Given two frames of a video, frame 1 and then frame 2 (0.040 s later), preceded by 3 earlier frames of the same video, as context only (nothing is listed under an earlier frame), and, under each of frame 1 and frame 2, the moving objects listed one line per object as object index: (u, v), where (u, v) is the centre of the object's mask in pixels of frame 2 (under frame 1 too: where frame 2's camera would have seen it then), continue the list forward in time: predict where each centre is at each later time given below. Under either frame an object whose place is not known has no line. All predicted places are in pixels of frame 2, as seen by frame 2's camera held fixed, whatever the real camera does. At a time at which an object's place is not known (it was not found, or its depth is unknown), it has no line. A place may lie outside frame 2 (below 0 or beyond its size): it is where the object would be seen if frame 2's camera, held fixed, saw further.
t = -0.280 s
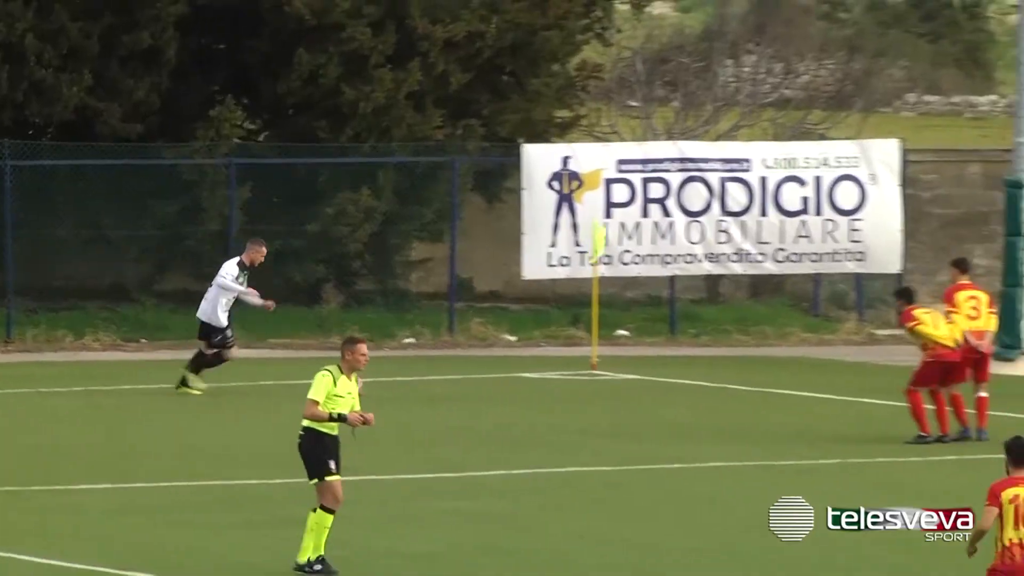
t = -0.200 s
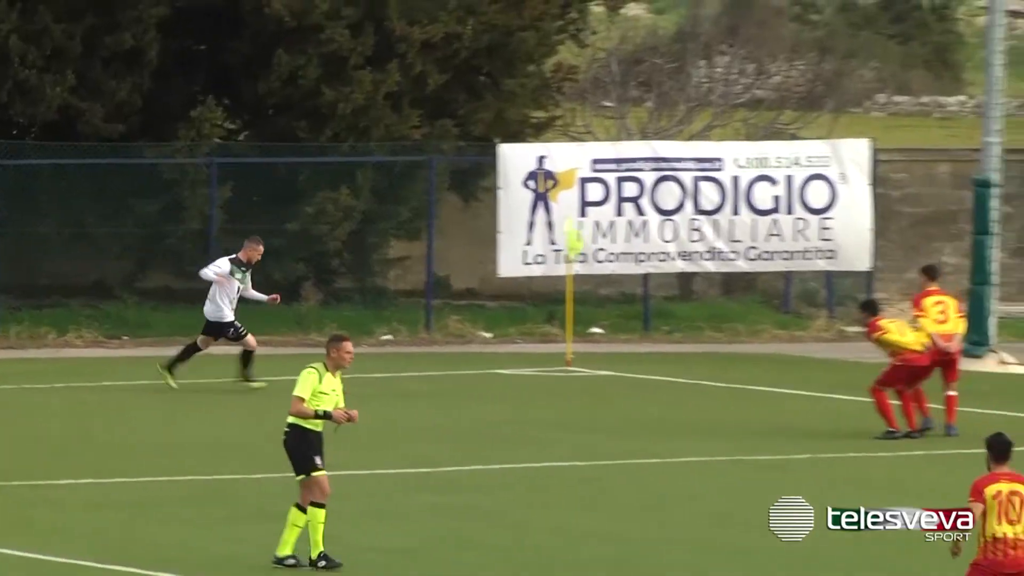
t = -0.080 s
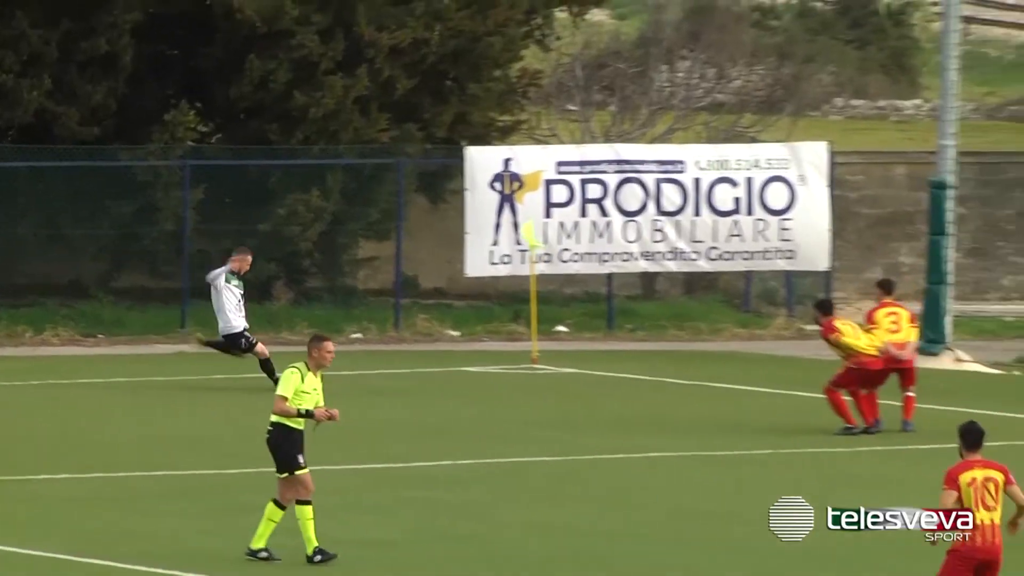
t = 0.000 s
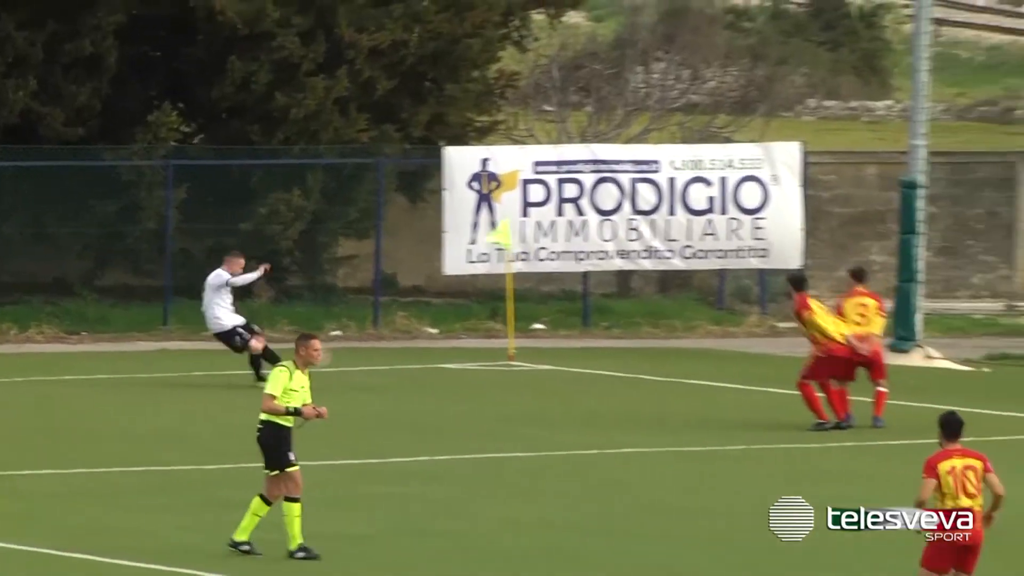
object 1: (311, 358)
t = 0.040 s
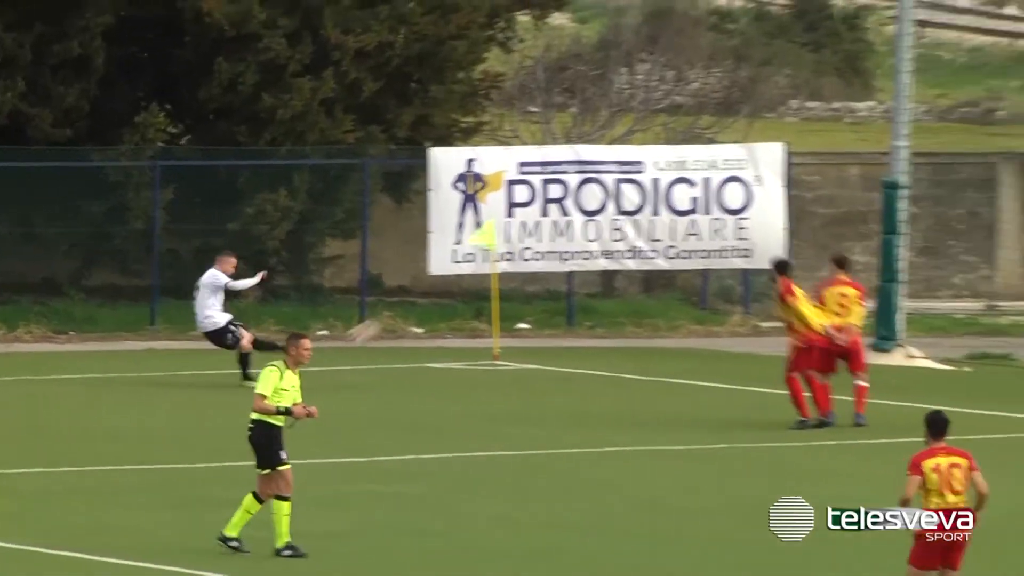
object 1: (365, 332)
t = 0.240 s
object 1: (684, 212)
